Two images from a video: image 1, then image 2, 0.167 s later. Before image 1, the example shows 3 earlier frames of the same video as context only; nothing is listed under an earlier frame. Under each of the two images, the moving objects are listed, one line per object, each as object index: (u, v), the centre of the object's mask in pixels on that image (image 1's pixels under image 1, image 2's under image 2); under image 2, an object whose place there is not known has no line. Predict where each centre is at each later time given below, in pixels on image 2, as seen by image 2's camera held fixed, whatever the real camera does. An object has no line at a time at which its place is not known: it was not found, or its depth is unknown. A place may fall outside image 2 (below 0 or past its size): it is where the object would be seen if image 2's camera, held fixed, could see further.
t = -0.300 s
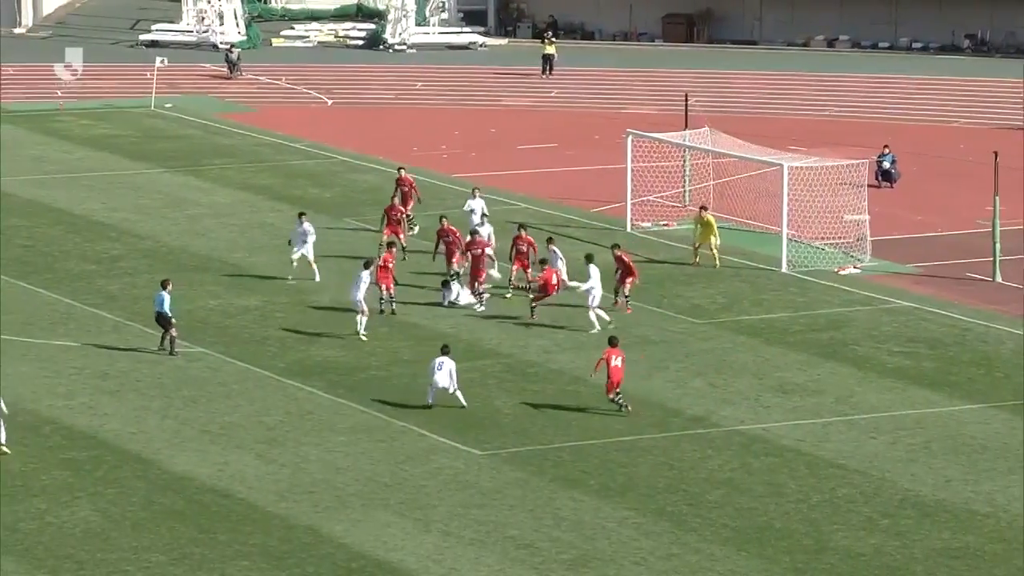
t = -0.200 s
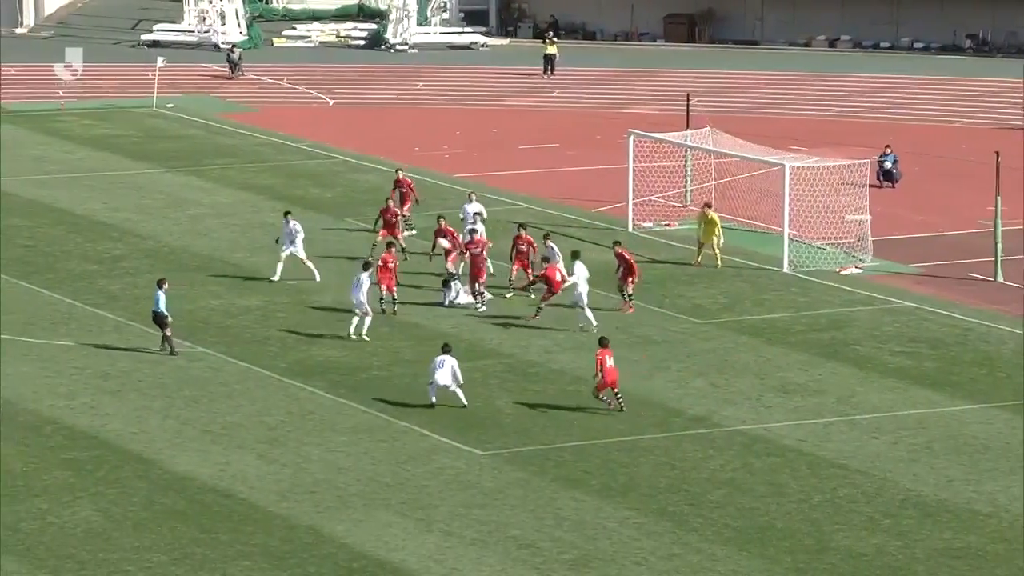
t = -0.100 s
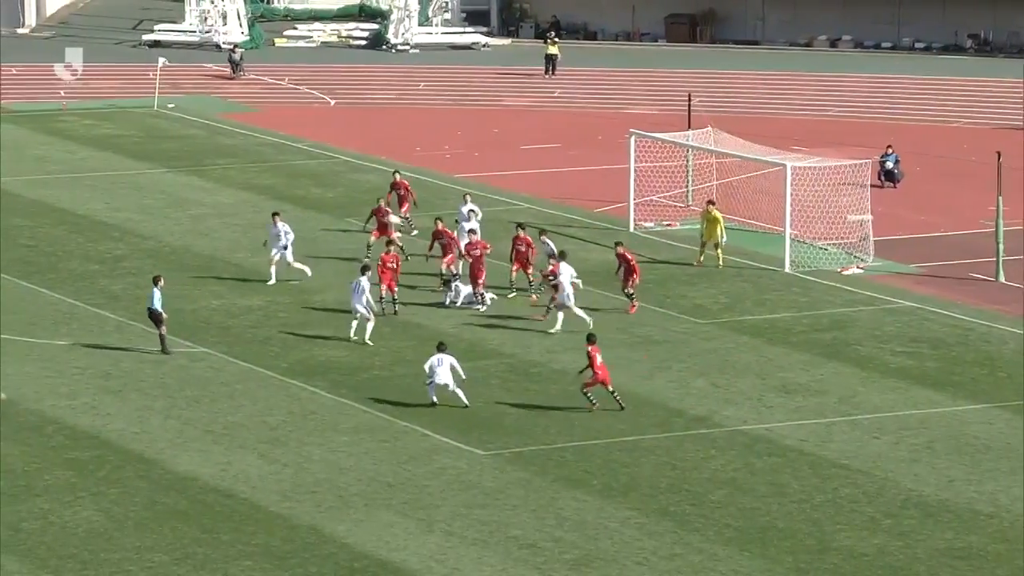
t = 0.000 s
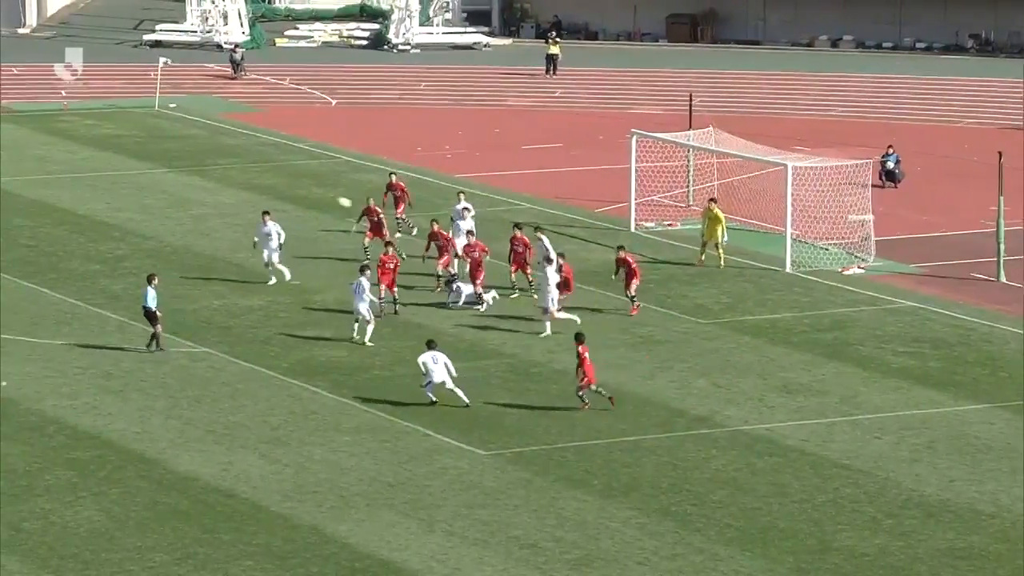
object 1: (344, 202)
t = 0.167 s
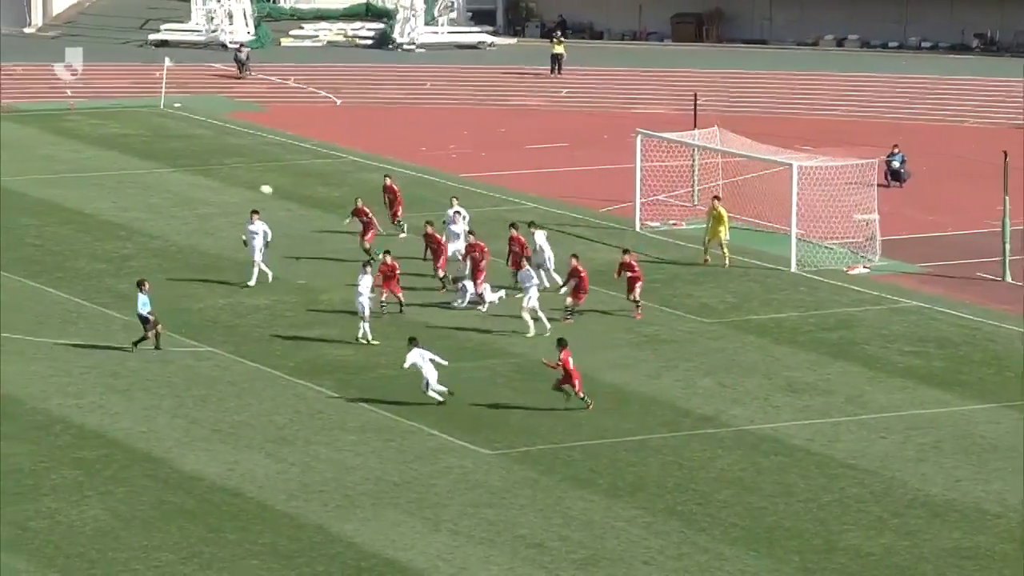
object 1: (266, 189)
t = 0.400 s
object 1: (154, 208)
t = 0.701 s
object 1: (16, 288)
